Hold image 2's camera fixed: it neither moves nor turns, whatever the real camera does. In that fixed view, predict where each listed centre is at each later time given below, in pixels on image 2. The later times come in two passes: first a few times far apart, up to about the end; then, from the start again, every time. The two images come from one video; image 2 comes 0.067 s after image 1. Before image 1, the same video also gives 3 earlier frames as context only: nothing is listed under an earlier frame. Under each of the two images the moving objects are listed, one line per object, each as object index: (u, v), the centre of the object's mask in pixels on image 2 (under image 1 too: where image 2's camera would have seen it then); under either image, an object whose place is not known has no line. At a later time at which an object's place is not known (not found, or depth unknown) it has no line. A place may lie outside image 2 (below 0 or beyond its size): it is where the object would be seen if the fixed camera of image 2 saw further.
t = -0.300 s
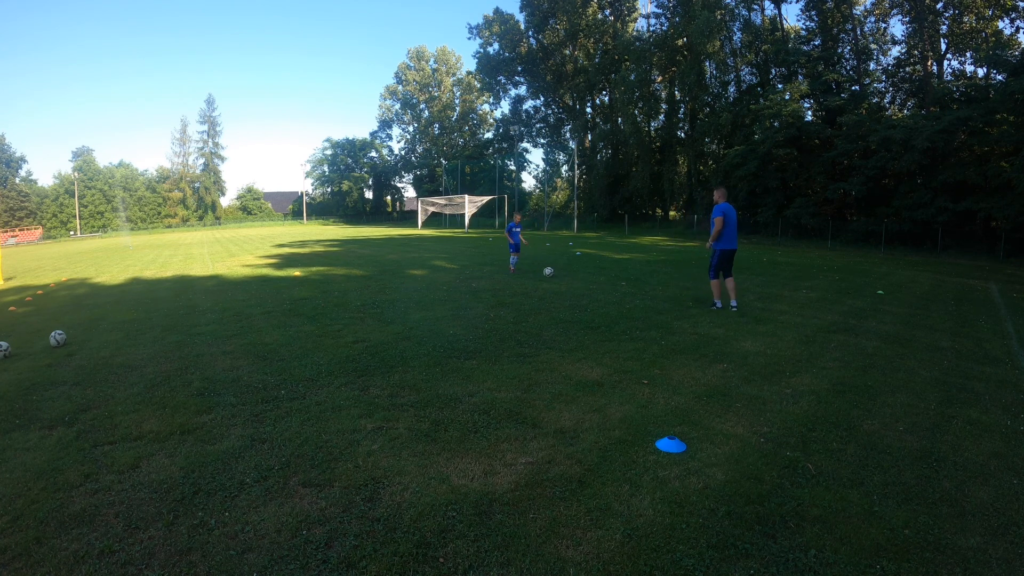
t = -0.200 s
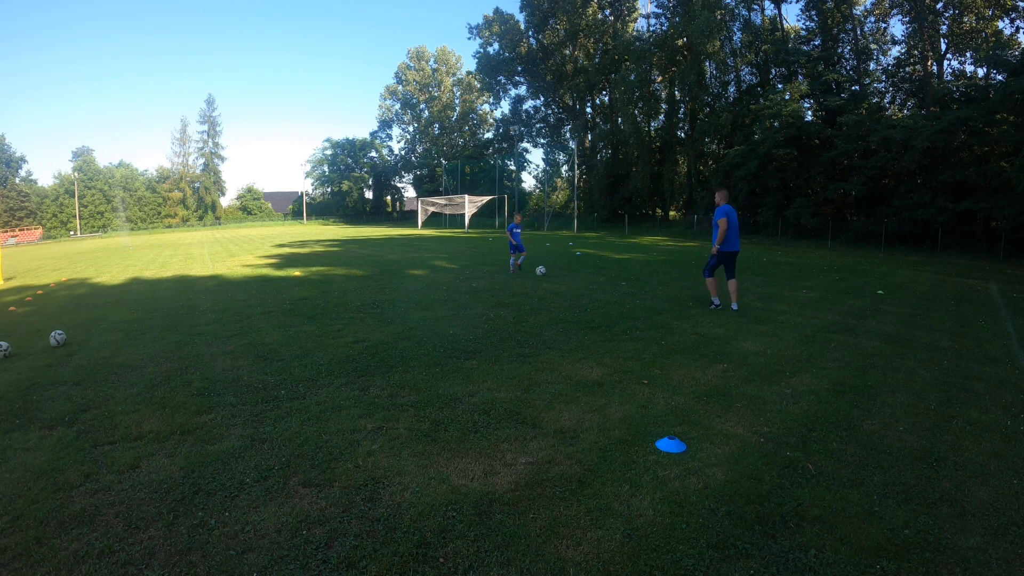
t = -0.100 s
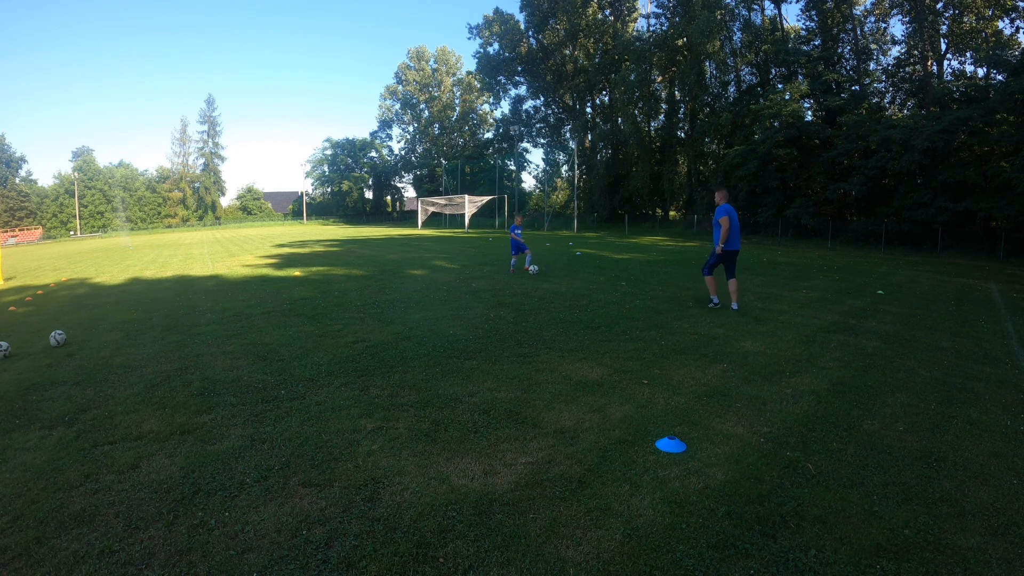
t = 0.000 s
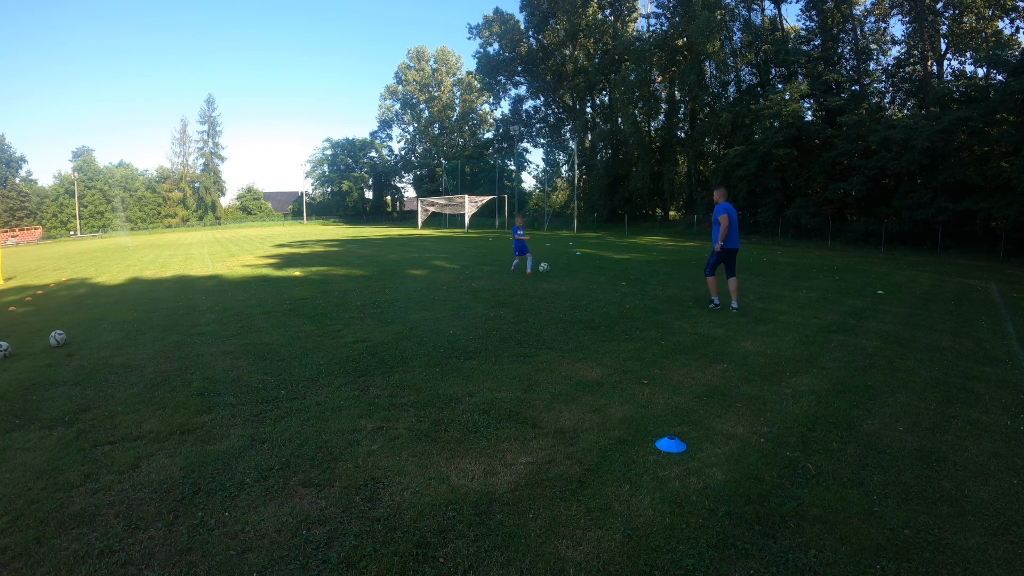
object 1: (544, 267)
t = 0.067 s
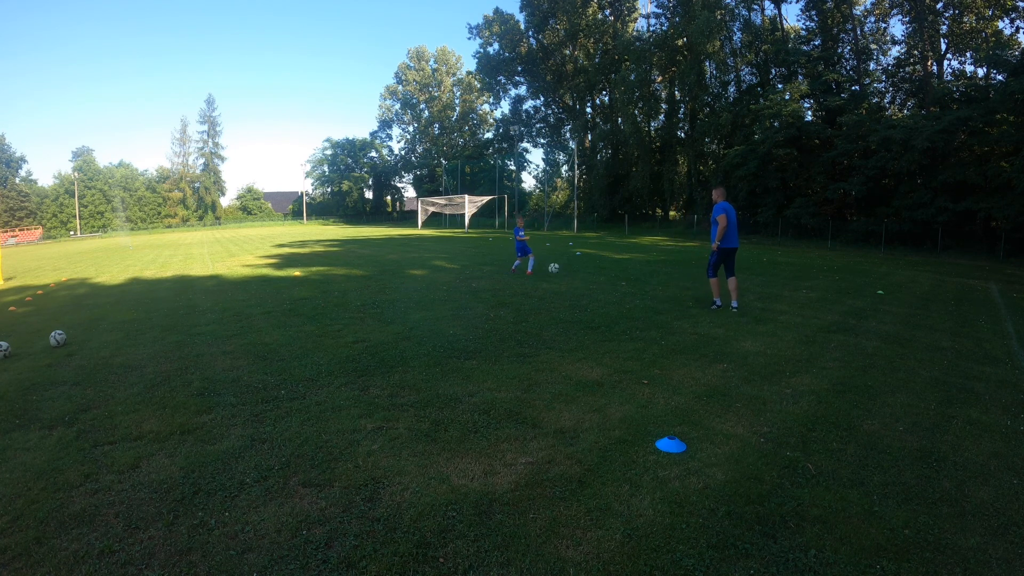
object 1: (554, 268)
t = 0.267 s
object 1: (587, 282)
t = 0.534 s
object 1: (618, 289)
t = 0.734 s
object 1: (637, 292)
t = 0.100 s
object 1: (559, 269)
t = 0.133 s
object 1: (564, 271)
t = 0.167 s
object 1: (570, 273)
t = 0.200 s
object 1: (575, 276)
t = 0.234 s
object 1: (581, 280)
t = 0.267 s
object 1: (587, 282)
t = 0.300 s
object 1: (590, 281)
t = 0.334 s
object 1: (594, 281)
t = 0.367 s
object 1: (598, 280)
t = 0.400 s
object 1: (602, 281)
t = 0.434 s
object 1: (605, 282)
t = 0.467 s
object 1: (610, 284)
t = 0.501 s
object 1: (613, 287)
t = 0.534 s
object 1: (618, 289)
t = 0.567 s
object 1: (621, 289)
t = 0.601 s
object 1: (624, 289)
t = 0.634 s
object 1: (627, 288)
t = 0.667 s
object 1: (631, 289)
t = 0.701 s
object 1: (634, 290)
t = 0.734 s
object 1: (637, 292)
